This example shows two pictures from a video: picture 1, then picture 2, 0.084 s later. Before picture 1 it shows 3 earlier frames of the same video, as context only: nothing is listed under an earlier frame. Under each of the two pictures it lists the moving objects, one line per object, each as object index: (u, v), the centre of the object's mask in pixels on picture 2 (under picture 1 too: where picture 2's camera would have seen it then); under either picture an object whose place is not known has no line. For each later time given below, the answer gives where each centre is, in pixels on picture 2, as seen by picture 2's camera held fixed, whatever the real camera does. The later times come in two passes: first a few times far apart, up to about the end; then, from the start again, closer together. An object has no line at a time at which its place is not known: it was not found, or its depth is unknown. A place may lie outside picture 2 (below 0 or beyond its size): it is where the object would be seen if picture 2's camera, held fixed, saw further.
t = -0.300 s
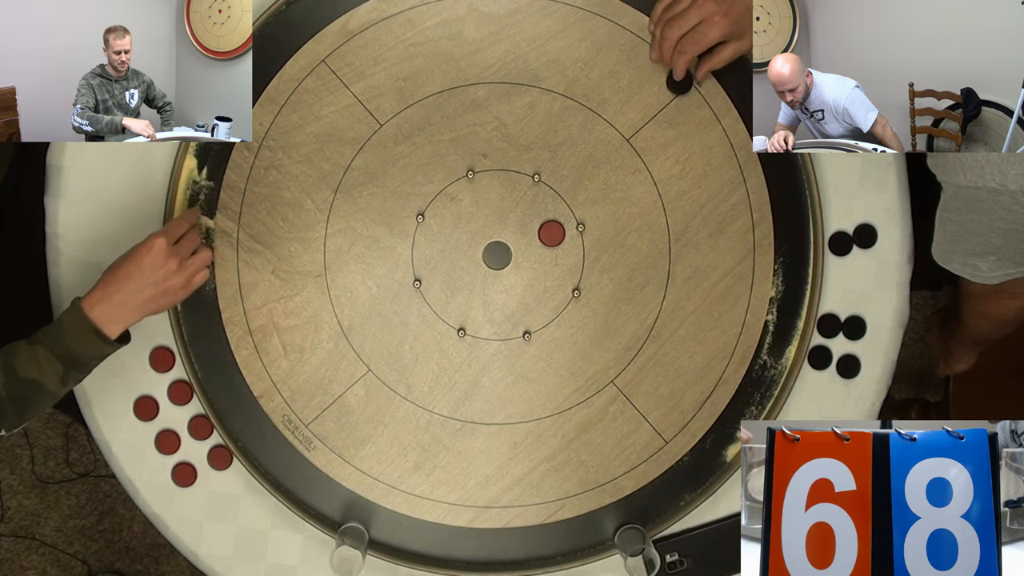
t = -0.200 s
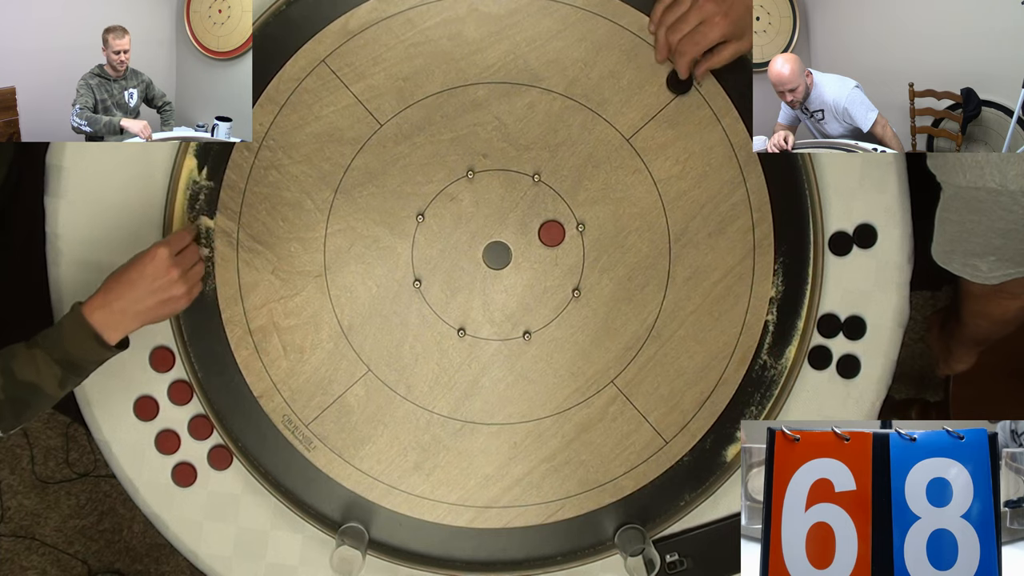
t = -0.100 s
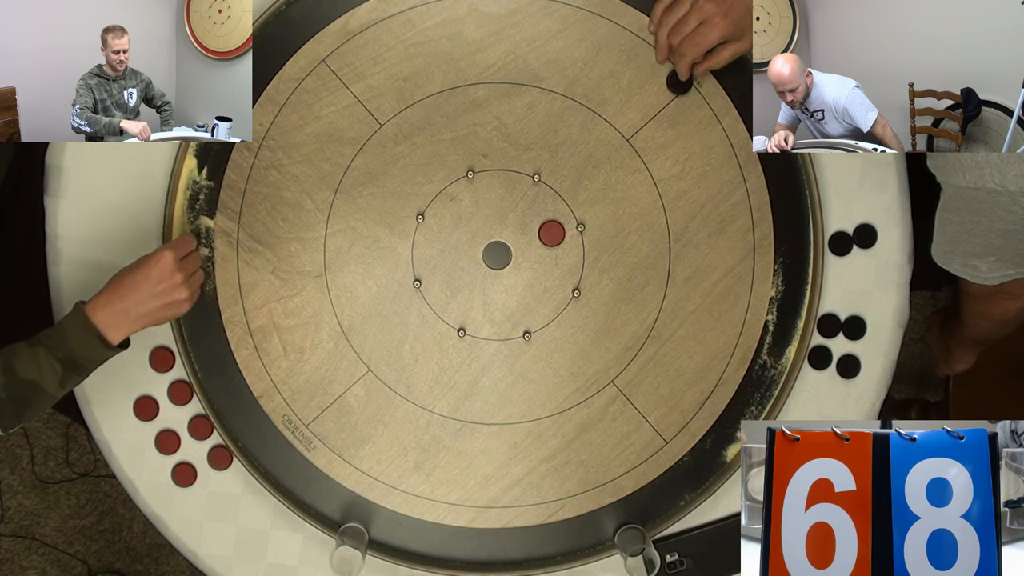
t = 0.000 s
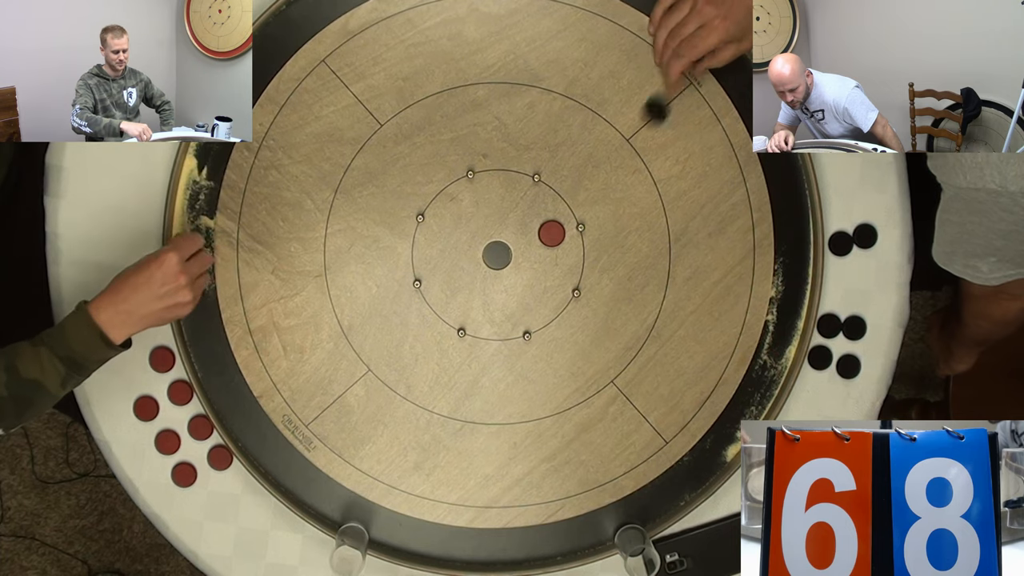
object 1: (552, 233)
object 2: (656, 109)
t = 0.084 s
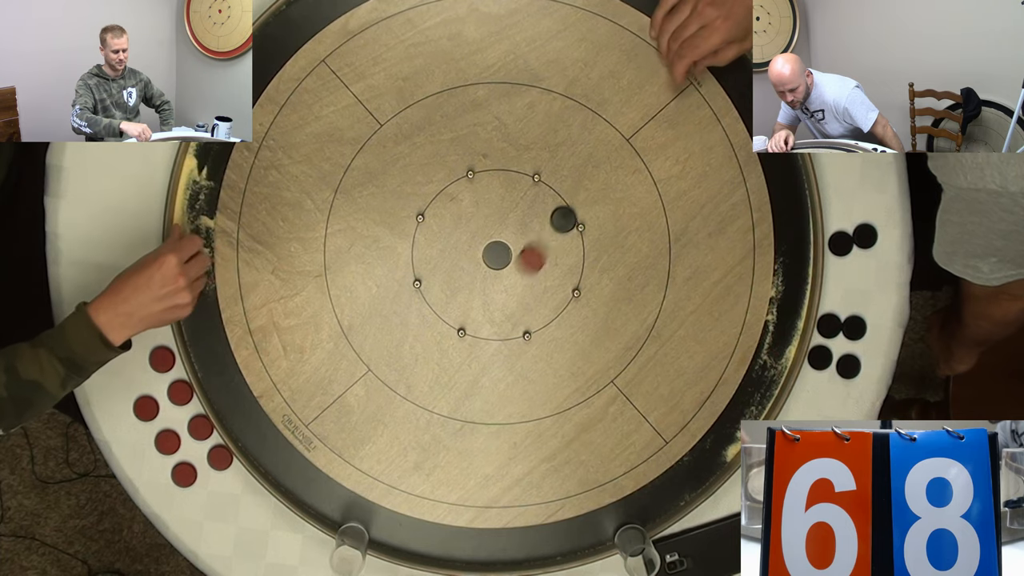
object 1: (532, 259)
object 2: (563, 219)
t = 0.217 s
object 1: (480, 379)
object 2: (522, 259)
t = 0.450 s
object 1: (364, 508)
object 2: (480, 299)
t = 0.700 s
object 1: (311, 493)
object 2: (471, 308)
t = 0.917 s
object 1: (296, 473)
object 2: (471, 308)
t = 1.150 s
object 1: (291, 462)
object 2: (471, 308)
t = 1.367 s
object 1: (290, 460)
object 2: (471, 308)
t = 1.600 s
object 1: (290, 460)
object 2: (471, 308)
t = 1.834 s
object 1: (290, 460)
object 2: (471, 308)
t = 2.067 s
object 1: (290, 460)
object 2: (471, 308)
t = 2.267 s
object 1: (290, 460)
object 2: (471, 308)
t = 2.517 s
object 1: (290, 460)
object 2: (471, 308)
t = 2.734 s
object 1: (290, 460)
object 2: (471, 308)
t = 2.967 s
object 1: (290, 460)
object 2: (471, 308)
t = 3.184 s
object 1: (290, 460)
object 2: (471, 308)
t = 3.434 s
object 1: (290, 460)
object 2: (471, 308)
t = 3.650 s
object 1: (290, 460)
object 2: (471, 308)
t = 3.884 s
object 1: (290, 460)
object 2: (471, 308)
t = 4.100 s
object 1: (290, 460)
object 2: (471, 308)
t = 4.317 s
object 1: (290, 460)
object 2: (471, 308)
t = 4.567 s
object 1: (290, 460)
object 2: (471, 308)
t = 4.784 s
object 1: (290, 460)
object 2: (471, 308)
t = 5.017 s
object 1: (290, 460)
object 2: (471, 308)
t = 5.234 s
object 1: (290, 460)
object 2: (471, 308)
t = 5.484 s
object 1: (290, 460)
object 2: (471, 308)
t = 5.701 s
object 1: (290, 460)
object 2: (471, 308)
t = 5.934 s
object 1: (290, 460)
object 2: (471, 308)
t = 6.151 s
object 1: (290, 460)
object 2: (471, 308)
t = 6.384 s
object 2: (471, 308)
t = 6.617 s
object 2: (471, 308)
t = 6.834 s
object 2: (471, 308)
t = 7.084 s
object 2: (471, 308)
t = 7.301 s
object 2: (471, 308)
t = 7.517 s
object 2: (471, 308)
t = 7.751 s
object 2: (471, 308)
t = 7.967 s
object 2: (471, 308)
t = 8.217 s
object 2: (471, 308)
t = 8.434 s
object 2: (471, 308)
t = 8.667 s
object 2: (471, 308)
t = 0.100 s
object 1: (512, 283)
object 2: (557, 224)
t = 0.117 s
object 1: (494, 306)
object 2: (552, 230)
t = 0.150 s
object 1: (499, 337)
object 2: (541, 241)
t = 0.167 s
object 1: (508, 347)
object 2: (536, 246)
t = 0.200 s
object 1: (489, 368)
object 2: (527, 255)
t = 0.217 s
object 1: (480, 379)
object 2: (522, 259)
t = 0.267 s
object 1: (453, 409)
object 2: (510, 271)
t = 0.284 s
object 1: (444, 419)
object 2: (506, 274)
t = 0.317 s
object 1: (427, 438)
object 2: (499, 281)
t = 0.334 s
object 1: (419, 448)
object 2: (496, 284)
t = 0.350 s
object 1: (411, 456)
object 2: (493, 287)
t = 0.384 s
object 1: (395, 474)
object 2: (488, 291)
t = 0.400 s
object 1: (387, 483)
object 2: (486, 294)
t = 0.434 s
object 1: (372, 500)
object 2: (482, 297)
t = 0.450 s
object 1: (364, 508)
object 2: (480, 299)
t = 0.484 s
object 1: (354, 507)
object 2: (477, 302)
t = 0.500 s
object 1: (350, 506)
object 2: (476, 303)
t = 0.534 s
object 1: (341, 506)
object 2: (474, 305)
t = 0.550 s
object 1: (336, 505)
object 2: (473, 306)
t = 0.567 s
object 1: (332, 504)
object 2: (472, 306)
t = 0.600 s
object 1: (325, 502)
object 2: (471, 307)
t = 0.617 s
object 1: (322, 501)
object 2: (471, 308)
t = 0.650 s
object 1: (316, 499)
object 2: (471, 308)
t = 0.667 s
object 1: (314, 497)
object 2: (471, 308)
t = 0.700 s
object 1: (311, 493)
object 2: (471, 308)
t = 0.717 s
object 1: (309, 492)
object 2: (471, 308)
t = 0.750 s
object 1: (306, 488)
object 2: (471, 308)
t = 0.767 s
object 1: (305, 486)
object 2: (471, 308)
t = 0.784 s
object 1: (304, 485)
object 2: (471, 308)
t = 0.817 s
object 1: (301, 481)
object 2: (471, 308)
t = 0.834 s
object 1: (300, 480)
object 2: (471, 308)
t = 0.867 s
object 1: (299, 477)
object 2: (471, 308)
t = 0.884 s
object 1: (297, 476)
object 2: (471, 308)
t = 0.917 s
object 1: (296, 473)
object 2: (471, 308)
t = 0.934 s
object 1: (295, 471)
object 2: (471, 308)
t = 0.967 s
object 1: (294, 469)
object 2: (471, 308)
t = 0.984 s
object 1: (293, 468)
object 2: (471, 308)
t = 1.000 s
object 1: (293, 467)
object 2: (471, 308)
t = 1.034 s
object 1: (292, 465)
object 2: (471, 308)
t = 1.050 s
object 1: (292, 465)
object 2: (471, 308)
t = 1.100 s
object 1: (291, 463)
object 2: (471, 308)
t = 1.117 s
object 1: (291, 462)
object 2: (471, 308)
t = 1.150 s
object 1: (291, 462)
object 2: (471, 308)
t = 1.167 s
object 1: (290, 461)
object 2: (471, 308)
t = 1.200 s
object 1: (290, 461)
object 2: (471, 308)
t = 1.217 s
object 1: (290, 460)
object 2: (471, 308)
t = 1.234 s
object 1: (290, 460)
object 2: (471, 308)
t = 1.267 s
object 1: (290, 460)
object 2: (471, 308)
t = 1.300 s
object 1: (290, 460)
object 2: (471, 308)
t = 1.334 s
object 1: (290, 460)
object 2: (471, 308)
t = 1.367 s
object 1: (290, 460)
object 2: (471, 308)
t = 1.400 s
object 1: (290, 460)
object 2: (471, 308)
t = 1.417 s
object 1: (290, 460)
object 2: (471, 308)
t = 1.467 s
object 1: (290, 460)
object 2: (471, 308)
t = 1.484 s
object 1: (290, 460)
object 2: (471, 308)
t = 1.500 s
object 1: (290, 460)
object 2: (471, 308)
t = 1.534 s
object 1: (290, 460)
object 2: (471, 308)
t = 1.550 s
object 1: (290, 460)
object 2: (471, 308)
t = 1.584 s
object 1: (290, 460)
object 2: (471, 308)
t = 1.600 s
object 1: (290, 460)
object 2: (471, 308)
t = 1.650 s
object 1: (290, 460)
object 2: (471, 308)
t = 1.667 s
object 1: (290, 460)
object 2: (471, 308)
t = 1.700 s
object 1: (290, 460)
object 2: (471, 308)
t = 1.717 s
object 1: (290, 460)
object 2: (471, 308)
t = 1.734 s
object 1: (290, 460)
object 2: (471, 308)
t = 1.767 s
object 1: (290, 460)
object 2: (471, 308)
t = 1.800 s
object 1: (290, 460)
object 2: (471, 308)
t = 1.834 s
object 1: (290, 460)
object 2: (471, 308)
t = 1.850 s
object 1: (290, 460)
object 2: (471, 308)
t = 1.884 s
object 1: (290, 460)
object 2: (471, 308)
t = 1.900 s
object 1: (290, 460)
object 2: (471, 308)
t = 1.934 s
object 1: (290, 460)
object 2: (471, 308)
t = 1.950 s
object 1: (290, 460)
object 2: (471, 308)
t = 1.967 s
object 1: (290, 460)
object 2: (471, 308)
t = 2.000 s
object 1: (290, 460)
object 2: (471, 308)
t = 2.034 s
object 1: (290, 460)
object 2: (471, 308)
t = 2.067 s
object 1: (290, 460)
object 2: (471, 308)
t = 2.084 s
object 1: (290, 460)
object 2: (471, 308)
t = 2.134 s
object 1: (290, 460)
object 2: (471, 308)
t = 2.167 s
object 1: (290, 460)
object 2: (471, 308)
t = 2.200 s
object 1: (290, 460)
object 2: (471, 308)
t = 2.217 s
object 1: (290, 460)
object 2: (471, 308)
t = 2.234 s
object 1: (290, 460)
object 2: (471, 308)
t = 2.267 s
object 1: (290, 460)
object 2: (471, 308)
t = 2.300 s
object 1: (290, 460)
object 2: (471, 308)
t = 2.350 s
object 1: (290, 460)
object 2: (471, 308)
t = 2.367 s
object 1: (290, 460)
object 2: (471, 308)
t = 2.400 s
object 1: (290, 460)
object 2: (471, 308)
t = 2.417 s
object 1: (290, 460)
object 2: (471, 308)
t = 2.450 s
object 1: (290, 460)
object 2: (471, 308)
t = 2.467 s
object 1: (290, 460)
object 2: (471, 308)
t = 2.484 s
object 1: (290, 460)
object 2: (471, 308)
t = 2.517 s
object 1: (290, 460)
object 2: (471, 308)
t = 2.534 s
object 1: (290, 460)
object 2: (471, 308)
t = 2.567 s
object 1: (290, 460)
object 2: (471, 308)
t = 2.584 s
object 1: (290, 460)
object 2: (471, 308)
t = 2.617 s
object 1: (290, 460)
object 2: (471, 308)
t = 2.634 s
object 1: (290, 460)
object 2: (471, 308)
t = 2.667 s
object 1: (290, 460)
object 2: (471, 308)
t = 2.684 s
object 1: (290, 460)
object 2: (471, 308)
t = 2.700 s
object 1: (290, 460)
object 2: (471, 308)
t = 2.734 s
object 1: (290, 460)
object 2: (471, 308)
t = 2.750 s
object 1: (290, 460)
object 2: (471, 308)
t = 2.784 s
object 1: (290, 460)
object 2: (471, 308)
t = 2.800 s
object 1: (290, 460)
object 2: (471, 308)
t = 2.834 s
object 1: (290, 460)
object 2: (471, 308)
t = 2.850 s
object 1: (290, 460)
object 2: (471, 308)
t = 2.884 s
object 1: (290, 460)
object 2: (471, 308)
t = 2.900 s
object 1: (290, 460)
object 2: (471, 308)
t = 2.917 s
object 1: (290, 460)
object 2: (471, 308)
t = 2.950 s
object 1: (290, 460)
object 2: (471, 308)
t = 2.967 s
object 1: (290, 460)
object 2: (471, 308)
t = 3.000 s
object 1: (290, 460)
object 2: (471, 308)
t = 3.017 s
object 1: (290, 460)
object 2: (471, 308)
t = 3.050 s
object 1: (290, 460)
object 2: (471, 308)
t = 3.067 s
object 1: (290, 460)
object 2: (471, 308)
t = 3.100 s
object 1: (290, 460)
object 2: (471, 308)
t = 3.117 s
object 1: (290, 460)
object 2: (471, 308)
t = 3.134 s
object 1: (290, 460)
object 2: (471, 308)
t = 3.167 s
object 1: (290, 460)
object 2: (471, 308)
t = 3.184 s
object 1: (290, 460)
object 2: (471, 308)
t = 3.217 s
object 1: (290, 460)
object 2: (471, 308)
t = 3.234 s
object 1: (290, 460)
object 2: (471, 308)
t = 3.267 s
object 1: (290, 460)
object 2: (471, 308)
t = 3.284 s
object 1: (290, 460)
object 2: (471, 308)
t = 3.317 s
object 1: (290, 460)
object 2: (471, 308)
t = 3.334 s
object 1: (290, 460)
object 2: (471, 308)
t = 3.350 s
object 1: (290, 460)
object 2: (471, 308)
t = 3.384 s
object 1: (290, 460)
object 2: (471, 308)
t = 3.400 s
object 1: (290, 460)
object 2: (471, 308)
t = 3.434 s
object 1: (290, 460)
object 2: (471, 308)
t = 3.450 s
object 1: (290, 460)
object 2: (471, 308)
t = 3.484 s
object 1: (290, 460)
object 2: (471, 308)
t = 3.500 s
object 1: (290, 460)
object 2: (471, 308)
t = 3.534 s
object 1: (290, 460)
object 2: (471, 308)
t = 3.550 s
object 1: (290, 460)
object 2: (471, 308)
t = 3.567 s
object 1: (290, 460)
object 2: (471, 308)
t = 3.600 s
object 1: (290, 460)
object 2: (471, 308)
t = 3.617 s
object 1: (290, 460)
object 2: (471, 308)
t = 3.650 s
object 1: (290, 460)
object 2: (471, 308)
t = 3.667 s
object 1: (290, 460)
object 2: (471, 308)
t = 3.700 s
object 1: (290, 460)
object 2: (471, 308)
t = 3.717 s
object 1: (290, 460)
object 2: (471, 308)
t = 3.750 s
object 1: (290, 460)
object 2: (471, 308)
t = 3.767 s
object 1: (290, 460)
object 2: (471, 308)
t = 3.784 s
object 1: (290, 460)
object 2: (471, 308)
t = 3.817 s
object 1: (290, 460)
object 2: (471, 308)
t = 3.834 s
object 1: (290, 460)
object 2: (471, 308)
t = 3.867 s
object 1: (290, 460)
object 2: (471, 308)
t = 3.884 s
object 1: (290, 460)
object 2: (471, 308)
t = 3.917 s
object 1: (290, 460)
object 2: (471, 308)
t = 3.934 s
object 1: (290, 460)
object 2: (471, 308)
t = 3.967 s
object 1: (290, 460)
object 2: (471, 308)
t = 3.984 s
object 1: (290, 460)
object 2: (471, 308)
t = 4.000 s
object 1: (290, 460)
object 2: (471, 308)
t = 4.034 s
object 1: (290, 460)
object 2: (471, 308)
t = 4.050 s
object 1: (290, 460)
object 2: (471, 308)
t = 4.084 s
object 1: (290, 460)
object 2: (471, 308)
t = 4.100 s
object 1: (290, 460)
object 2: (471, 308)
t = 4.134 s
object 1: (290, 460)
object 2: (471, 308)
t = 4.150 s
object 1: (290, 460)
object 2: (471, 308)
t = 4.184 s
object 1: (290, 460)
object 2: (471, 308)
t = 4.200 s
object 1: (290, 460)
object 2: (471, 308)
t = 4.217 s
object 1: (290, 460)
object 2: (471, 308)
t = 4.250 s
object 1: (290, 460)
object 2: (471, 308)
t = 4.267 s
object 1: (290, 460)
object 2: (471, 308)
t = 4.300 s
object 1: (290, 460)
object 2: (471, 308)
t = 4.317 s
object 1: (290, 460)
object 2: (471, 308)
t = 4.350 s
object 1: (290, 460)
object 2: (471, 308)
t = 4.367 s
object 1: (290, 460)
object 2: (471, 308)
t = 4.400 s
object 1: (290, 460)
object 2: (471, 308)
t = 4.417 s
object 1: (290, 460)
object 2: (471, 308)
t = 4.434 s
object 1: (290, 460)
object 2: (471, 308)
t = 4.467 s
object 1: (290, 460)
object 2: (471, 308)
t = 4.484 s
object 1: (290, 460)
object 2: (471, 308)
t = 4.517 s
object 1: (290, 460)
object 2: (471, 308)
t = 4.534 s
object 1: (290, 460)
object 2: (471, 308)
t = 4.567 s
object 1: (290, 460)
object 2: (471, 308)
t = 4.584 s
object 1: (290, 460)
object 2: (471, 308)
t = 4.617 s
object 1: (290, 460)
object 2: (471, 308)
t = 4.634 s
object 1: (290, 460)
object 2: (471, 308)
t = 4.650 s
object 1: (290, 460)
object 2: (471, 308)
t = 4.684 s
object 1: (290, 460)
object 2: (471, 308)
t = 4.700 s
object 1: (290, 460)
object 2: (471, 308)
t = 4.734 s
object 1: (290, 460)
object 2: (471, 308)
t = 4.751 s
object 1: (290, 460)
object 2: (471, 308)
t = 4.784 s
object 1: (290, 460)
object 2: (471, 308)
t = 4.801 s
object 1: (290, 460)
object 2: (471, 308)
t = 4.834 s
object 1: (290, 460)
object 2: (471, 308)
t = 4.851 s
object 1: (290, 460)
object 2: (471, 308)
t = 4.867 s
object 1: (290, 460)
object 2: (471, 308)
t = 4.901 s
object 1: (290, 460)
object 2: (471, 308)
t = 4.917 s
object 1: (290, 460)
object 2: (471, 308)
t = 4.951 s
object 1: (290, 460)
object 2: (471, 308)
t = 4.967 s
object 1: (290, 460)
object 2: (471, 308)
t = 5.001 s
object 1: (290, 460)
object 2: (471, 308)
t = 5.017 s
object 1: (290, 460)
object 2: (471, 308)
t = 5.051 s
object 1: (290, 460)
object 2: (471, 308)
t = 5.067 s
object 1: (290, 460)
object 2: (471, 308)
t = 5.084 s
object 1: (290, 460)
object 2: (471, 308)
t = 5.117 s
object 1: (290, 460)
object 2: (471, 308)
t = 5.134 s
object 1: (290, 460)
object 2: (471, 308)
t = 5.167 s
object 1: (290, 460)
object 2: (471, 308)
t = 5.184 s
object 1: (290, 460)
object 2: (471, 308)
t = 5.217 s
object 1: (290, 460)
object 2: (471, 308)
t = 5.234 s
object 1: (290, 460)
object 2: (471, 308)
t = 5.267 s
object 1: (290, 460)
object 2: (471, 308)
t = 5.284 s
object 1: (290, 460)
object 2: (471, 308)
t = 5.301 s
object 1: (290, 460)
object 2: (471, 308)
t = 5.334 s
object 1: (290, 460)
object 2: (471, 308)
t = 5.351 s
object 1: (290, 460)
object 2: (471, 308)
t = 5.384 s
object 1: (290, 460)
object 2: (471, 308)
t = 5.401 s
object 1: (290, 460)
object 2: (471, 308)
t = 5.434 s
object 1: (290, 460)
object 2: (471, 308)
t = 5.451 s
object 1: (290, 460)
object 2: (471, 308)
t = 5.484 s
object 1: (290, 460)
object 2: (471, 308)
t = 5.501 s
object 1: (290, 460)
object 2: (471, 308)
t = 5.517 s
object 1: (290, 460)
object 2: (471, 308)
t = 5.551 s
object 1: (290, 460)
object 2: (471, 308)
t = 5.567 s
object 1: (290, 460)
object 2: (471, 308)
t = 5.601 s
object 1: (290, 460)
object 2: (471, 308)
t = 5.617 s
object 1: (290, 460)
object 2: (471, 308)
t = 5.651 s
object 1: (290, 460)
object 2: (471, 308)
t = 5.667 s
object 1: (290, 460)
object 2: (471, 308)
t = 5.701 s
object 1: (290, 460)
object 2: (471, 308)
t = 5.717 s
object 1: (290, 460)
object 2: (471, 308)
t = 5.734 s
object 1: (290, 460)
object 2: (471, 308)
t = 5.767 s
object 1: (290, 460)
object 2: (471, 308)
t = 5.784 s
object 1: (290, 460)
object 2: (471, 308)
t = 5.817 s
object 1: (290, 460)
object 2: (471, 308)
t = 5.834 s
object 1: (290, 460)
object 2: (471, 308)
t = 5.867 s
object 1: (290, 460)
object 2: (471, 308)
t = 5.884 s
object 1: (290, 460)
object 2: (471, 308)
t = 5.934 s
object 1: (290, 460)
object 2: (471, 308)
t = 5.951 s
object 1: (290, 460)
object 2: (471, 308)
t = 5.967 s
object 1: (290, 460)
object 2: (471, 308)
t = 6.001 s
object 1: (290, 460)
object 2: (471, 308)
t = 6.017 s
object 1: (290, 460)
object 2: (471, 308)
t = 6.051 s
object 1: (290, 460)
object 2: (471, 308)
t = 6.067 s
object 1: (290, 460)
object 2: (471, 308)
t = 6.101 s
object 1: (290, 460)
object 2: (471, 308)
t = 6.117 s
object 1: (290, 460)
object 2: (471, 308)
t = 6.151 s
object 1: (290, 460)
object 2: (471, 308)
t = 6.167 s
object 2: (471, 308)
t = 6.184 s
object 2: (471, 308)
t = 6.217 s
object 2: (471, 308)
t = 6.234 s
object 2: (471, 308)
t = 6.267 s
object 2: (471, 308)
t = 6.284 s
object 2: (471, 308)
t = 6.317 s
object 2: (471, 308)
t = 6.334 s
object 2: (471, 308)
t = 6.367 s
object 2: (471, 308)
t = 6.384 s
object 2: (471, 308)
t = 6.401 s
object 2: (471, 308)
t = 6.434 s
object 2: (471, 308)
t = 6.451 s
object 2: (471, 308)
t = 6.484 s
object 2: (471, 308)
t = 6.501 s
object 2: (471, 308)
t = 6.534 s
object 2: (471, 308)
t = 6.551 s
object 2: (471, 308)
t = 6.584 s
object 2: (471, 308)
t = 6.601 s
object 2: (471, 308)
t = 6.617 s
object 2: (471, 308)
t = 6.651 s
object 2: (471, 308)
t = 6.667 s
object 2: (471, 308)
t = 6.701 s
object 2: (471, 308)
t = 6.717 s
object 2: (471, 308)
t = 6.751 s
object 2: (471, 308)
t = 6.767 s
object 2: (471, 308)
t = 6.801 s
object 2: (471, 308)
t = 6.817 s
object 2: (471, 308)
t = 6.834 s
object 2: (471, 308)
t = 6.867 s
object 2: (471, 308)
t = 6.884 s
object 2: (471, 308)
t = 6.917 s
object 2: (471, 308)
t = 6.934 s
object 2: (471, 308)
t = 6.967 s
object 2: (471, 308)
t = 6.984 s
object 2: (471, 308)
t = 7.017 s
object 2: (471, 308)
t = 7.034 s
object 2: (471, 308)
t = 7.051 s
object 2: (471, 308)
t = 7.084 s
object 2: (471, 308)
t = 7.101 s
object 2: (471, 308)
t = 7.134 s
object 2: (471, 308)
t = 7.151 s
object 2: (471, 308)
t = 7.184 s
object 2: (471, 308)
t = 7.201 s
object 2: (471, 308)
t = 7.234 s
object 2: (471, 308)
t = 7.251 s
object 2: (471, 308)
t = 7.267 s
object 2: (471, 308)
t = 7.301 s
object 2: (471, 308)
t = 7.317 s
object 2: (471, 308)
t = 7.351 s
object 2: (471, 308)
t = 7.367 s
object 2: (471, 308)
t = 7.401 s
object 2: (471, 308)
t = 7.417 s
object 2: (471, 308)
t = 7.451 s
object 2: (471, 308)
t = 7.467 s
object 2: (471, 308)
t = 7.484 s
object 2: (471, 308)
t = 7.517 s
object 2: (471, 308)
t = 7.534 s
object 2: (471, 308)
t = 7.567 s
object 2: (471, 308)
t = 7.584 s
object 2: (471, 308)
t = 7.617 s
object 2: (471, 308)
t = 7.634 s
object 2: (471, 308)
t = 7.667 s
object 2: (471, 308)
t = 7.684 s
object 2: (471, 308)
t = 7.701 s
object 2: (471, 308)
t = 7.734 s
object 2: (471, 308)
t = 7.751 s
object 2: (471, 308)
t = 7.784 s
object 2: (471, 308)
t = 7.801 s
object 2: (471, 308)
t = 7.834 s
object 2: (471, 308)
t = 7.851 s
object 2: (471, 308)
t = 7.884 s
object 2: (471, 308)
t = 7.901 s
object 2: (471, 308)
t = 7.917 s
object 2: (471, 308)
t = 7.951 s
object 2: (471, 308)
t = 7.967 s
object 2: (471, 308)
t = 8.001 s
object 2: (471, 308)
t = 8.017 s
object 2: (471, 308)
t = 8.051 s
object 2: (471, 308)
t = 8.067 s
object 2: (471, 308)
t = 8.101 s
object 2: (471, 308)
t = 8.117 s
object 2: (471, 308)
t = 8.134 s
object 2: (471, 308)
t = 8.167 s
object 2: (471, 308)
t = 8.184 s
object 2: (471, 308)
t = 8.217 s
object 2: (471, 308)
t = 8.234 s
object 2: (471, 308)
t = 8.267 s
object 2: (471, 308)
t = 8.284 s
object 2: (471, 308)
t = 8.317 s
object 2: (471, 308)
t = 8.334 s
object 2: (471, 308)
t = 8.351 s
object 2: (471, 308)
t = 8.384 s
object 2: (471, 308)
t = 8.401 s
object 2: (471, 308)
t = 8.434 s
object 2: (471, 308)
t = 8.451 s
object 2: (471, 308)
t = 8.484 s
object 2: (471, 308)
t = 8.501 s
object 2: (471, 308)
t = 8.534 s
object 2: (471, 308)
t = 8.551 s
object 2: (471, 308)
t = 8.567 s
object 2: (471, 308)
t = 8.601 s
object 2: (471, 308)
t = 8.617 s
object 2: (471, 308)
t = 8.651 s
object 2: (471, 308)
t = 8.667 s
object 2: (471, 308)
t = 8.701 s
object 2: (471, 308)
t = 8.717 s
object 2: (471, 308)
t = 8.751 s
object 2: (471, 308)
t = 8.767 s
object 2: (471, 308)
